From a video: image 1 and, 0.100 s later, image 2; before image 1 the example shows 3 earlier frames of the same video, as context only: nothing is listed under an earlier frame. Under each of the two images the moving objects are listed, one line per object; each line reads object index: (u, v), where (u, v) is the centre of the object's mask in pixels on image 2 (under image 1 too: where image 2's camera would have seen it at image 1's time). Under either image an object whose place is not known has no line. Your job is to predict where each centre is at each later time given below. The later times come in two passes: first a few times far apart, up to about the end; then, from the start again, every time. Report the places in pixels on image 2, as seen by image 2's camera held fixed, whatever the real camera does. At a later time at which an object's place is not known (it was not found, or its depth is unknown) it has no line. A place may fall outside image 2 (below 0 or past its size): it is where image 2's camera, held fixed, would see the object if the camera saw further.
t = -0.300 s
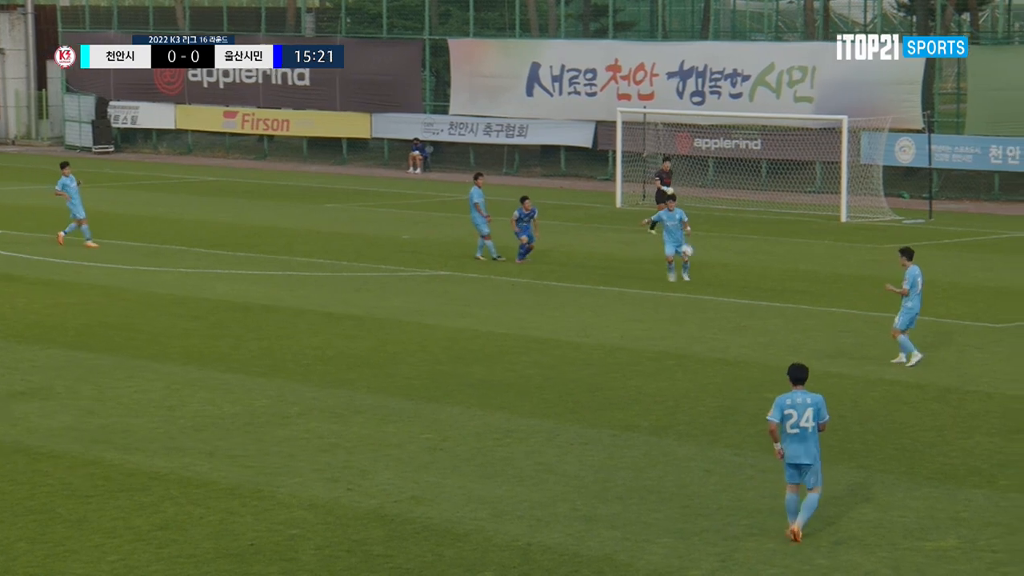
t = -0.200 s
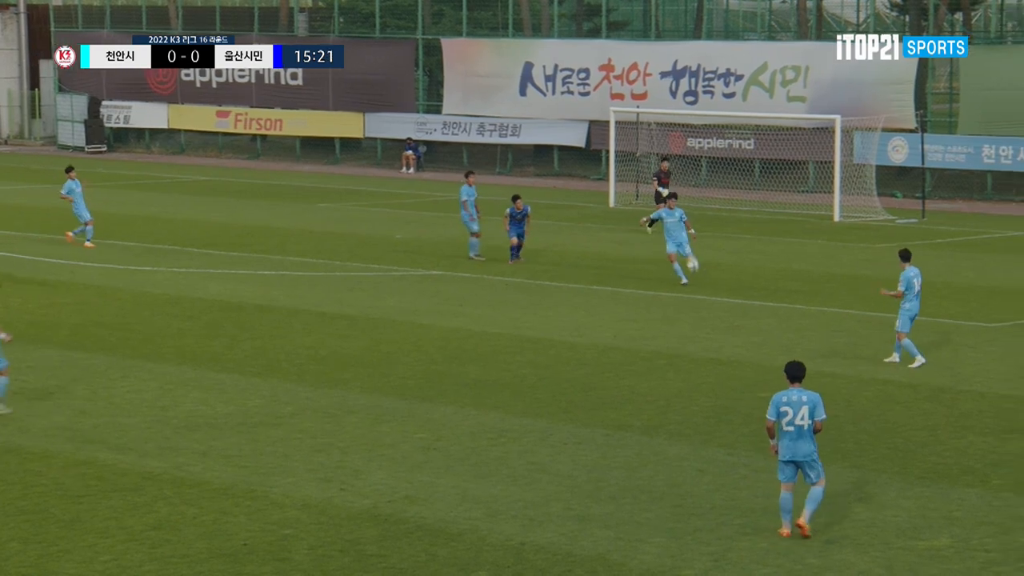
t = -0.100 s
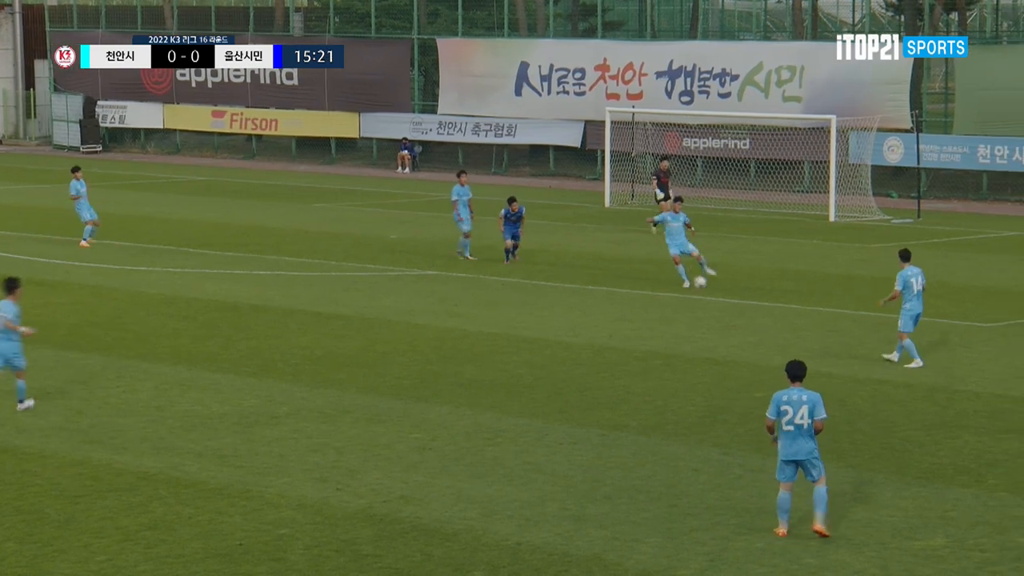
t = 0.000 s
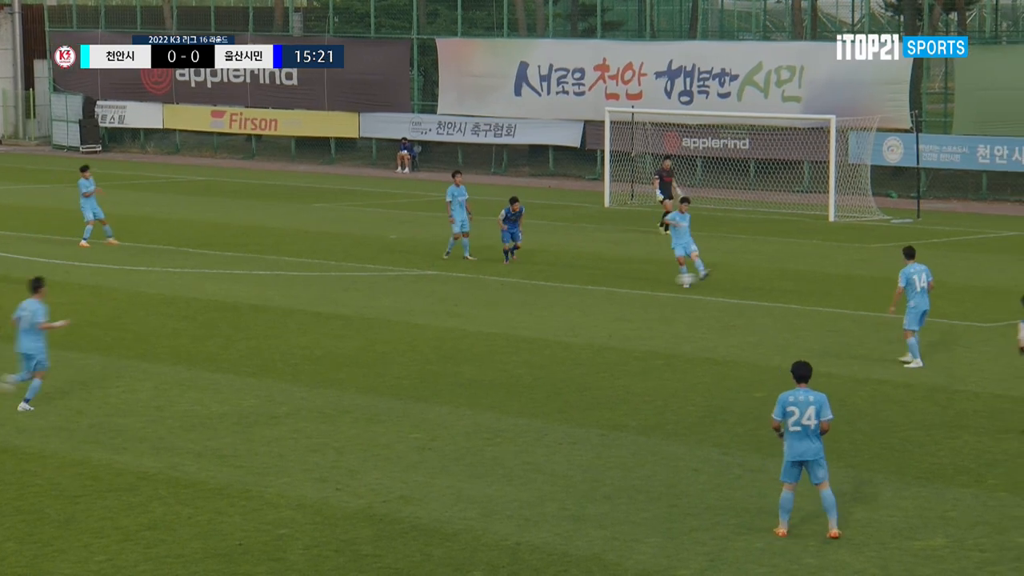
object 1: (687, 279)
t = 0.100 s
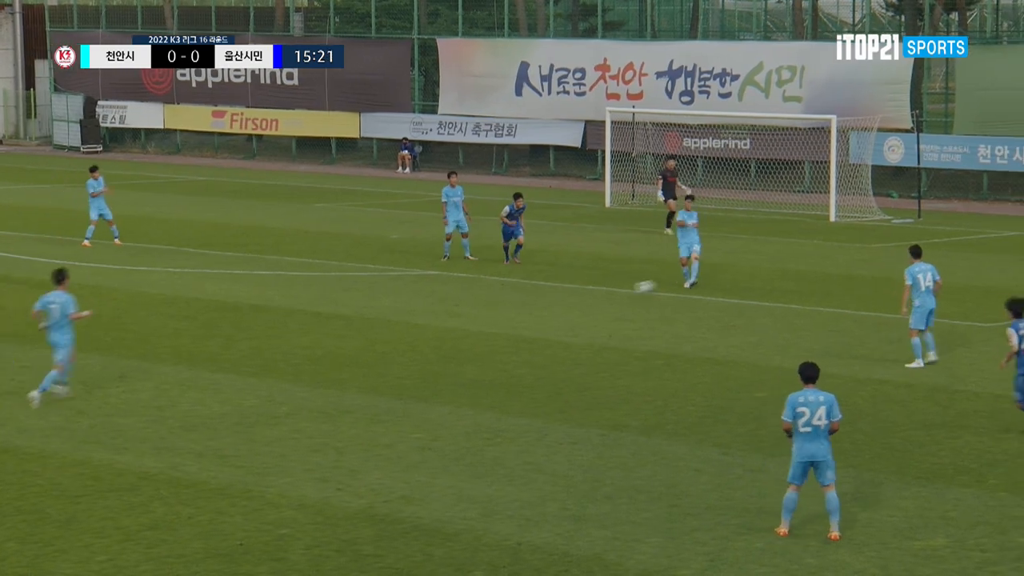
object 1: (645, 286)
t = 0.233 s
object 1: (584, 304)
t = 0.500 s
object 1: (460, 324)
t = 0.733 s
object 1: (350, 340)
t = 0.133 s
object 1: (629, 291)
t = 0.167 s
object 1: (613, 295)
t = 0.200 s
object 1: (598, 300)
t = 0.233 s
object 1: (584, 304)
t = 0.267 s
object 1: (569, 304)
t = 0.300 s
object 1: (554, 305)
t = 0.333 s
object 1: (539, 307)
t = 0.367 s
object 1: (524, 309)
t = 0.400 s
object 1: (508, 312)
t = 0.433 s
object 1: (492, 316)
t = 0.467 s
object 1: (476, 320)
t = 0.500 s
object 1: (460, 324)
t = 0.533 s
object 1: (444, 325)
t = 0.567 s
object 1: (429, 326)
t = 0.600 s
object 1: (413, 328)
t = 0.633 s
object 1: (398, 331)
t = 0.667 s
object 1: (382, 334)
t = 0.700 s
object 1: (366, 338)
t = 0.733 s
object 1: (350, 340)
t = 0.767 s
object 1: (335, 341)
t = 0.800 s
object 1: (320, 342)
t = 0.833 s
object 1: (304, 344)
